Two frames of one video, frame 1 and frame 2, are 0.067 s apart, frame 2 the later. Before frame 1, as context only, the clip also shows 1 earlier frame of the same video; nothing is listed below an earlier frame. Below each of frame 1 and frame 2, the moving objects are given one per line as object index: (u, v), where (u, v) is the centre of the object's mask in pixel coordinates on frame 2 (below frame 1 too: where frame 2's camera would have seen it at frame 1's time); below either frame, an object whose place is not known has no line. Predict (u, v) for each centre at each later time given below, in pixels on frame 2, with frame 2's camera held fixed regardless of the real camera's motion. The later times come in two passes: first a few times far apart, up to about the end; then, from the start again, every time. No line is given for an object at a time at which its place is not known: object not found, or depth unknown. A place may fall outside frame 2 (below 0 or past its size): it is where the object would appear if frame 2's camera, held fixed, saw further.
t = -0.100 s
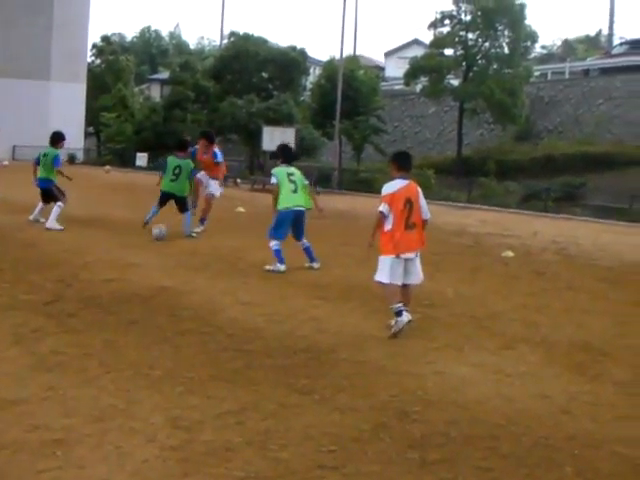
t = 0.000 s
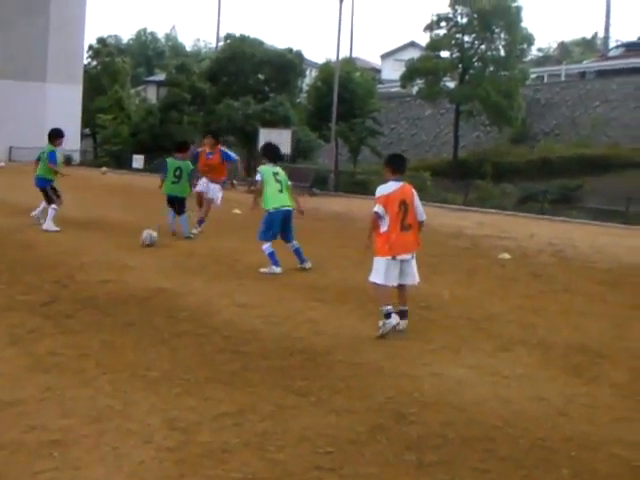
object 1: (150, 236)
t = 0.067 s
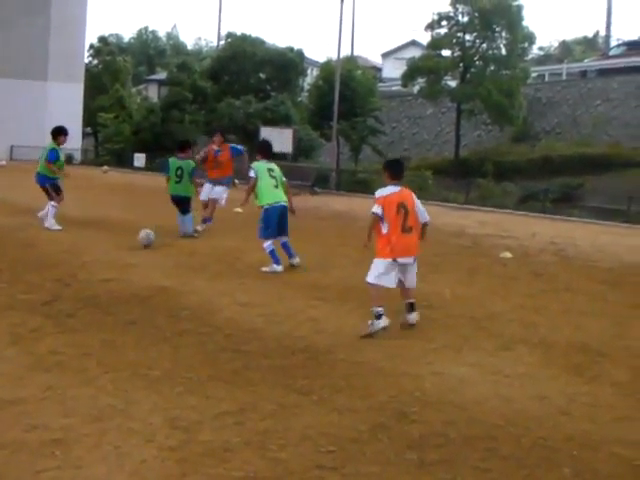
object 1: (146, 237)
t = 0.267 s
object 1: (131, 250)
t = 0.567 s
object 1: (114, 267)
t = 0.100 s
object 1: (143, 238)
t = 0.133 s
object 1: (141, 241)
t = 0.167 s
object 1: (139, 244)
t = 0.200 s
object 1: (136, 248)
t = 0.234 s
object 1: (133, 249)
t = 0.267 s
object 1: (131, 250)
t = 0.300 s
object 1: (128, 255)
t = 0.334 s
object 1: (126, 258)
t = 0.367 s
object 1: (124, 257)
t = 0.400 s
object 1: (123, 258)
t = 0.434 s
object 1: (121, 260)
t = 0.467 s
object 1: (120, 264)
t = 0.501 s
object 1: (119, 266)
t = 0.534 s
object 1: (115, 267)
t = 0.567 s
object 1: (114, 267)
